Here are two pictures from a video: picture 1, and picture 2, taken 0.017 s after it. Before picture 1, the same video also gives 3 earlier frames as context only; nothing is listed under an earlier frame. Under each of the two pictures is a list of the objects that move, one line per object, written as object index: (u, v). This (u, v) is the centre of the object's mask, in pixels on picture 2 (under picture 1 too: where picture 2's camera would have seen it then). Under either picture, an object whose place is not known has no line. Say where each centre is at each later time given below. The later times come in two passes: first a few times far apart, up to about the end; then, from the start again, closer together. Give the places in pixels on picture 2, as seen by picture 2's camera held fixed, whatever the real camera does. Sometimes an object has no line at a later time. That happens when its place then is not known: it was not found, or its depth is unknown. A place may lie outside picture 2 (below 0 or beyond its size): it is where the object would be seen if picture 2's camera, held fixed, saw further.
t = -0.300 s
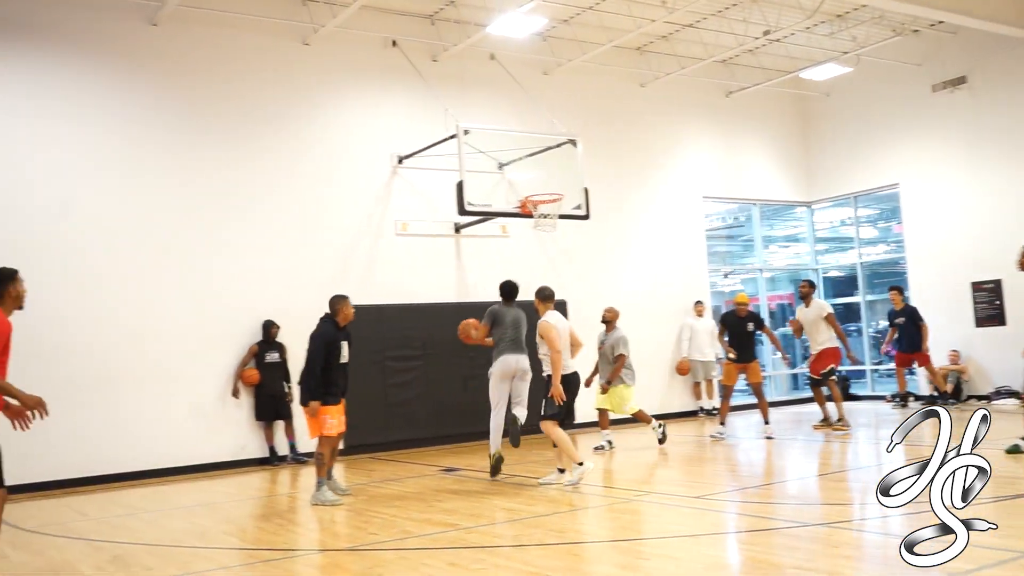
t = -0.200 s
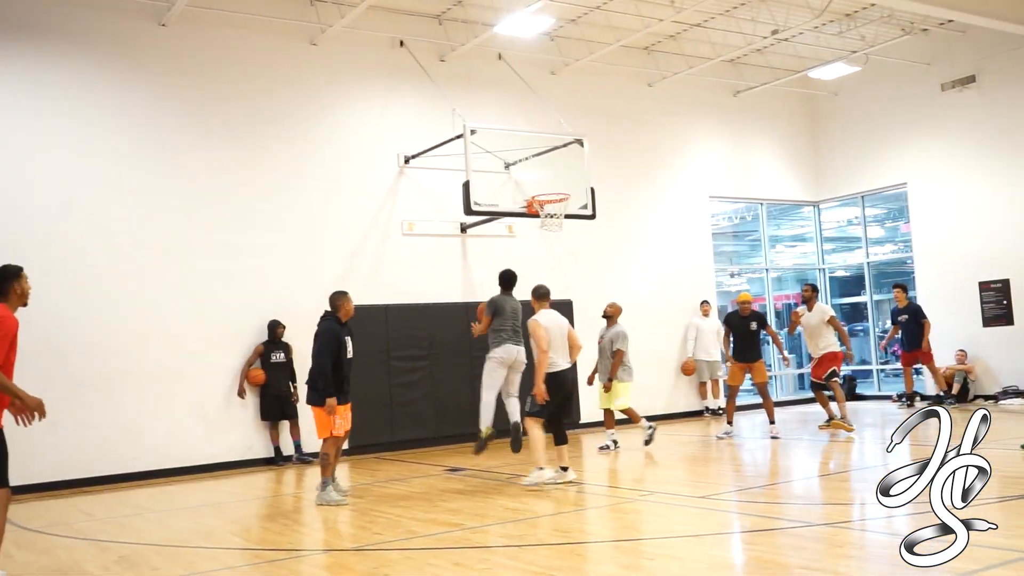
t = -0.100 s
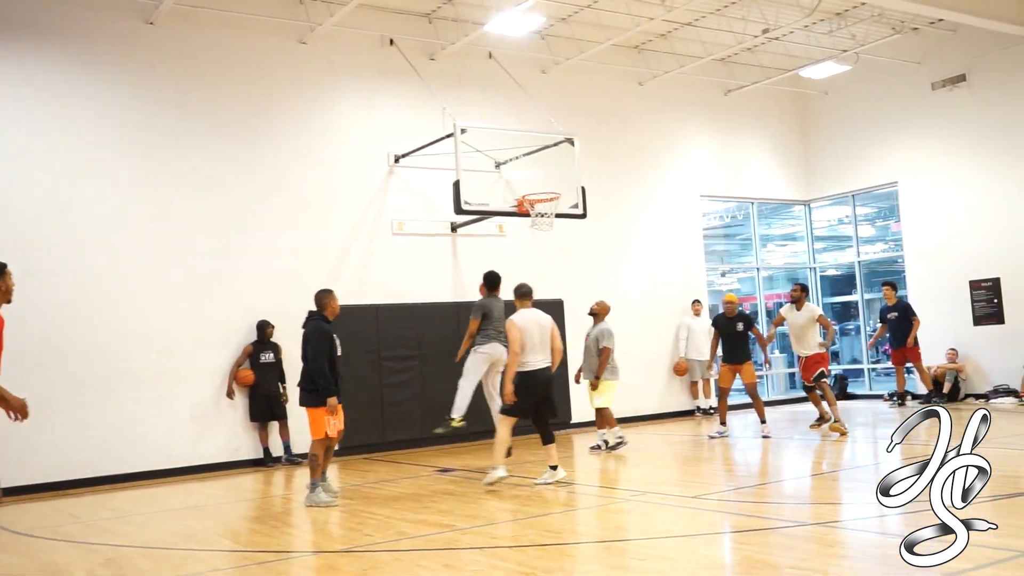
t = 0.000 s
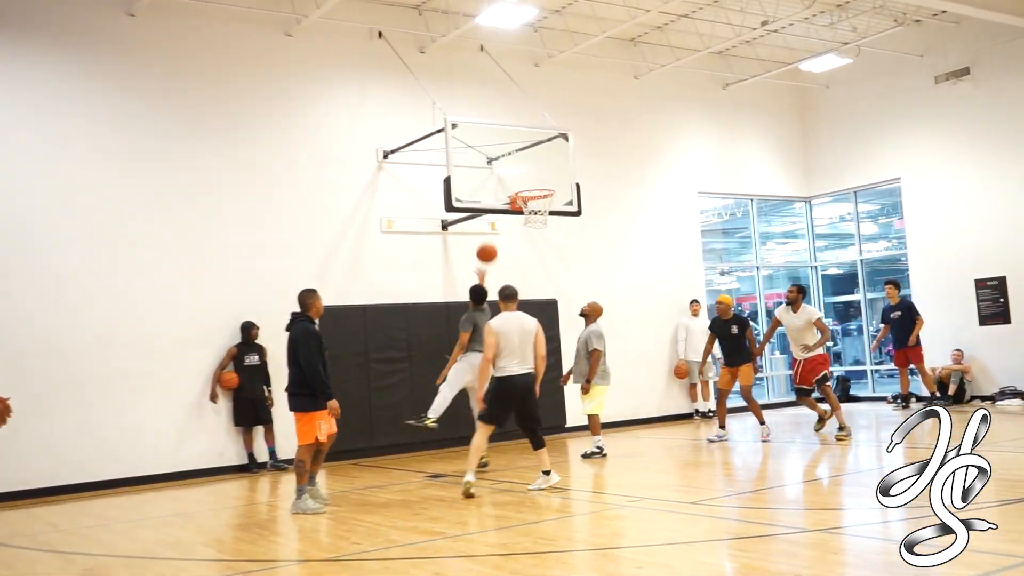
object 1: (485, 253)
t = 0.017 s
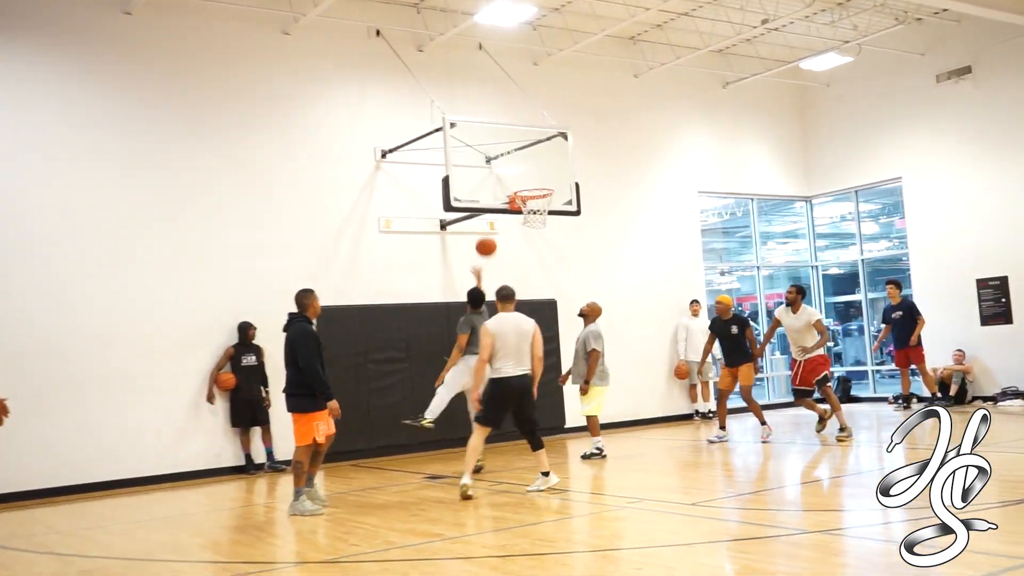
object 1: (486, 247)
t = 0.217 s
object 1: (493, 193)
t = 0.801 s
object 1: (539, 202)
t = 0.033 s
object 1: (486, 241)
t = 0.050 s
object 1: (487, 235)
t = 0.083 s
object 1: (488, 225)
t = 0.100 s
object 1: (489, 219)
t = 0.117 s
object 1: (490, 215)
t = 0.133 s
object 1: (490, 210)
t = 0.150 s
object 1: (491, 206)
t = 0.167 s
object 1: (491, 203)
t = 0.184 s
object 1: (492, 199)
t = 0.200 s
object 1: (493, 196)
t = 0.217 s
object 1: (493, 193)
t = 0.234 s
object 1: (494, 190)
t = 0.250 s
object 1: (495, 188)
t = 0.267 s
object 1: (495, 185)
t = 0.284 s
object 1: (496, 183)
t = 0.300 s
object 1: (497, 181)
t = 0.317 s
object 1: (498, 180)
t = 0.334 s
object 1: (498, 179)
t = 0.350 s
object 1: (499, 178)
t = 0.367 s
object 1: (500, 177)
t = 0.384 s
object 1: (500, 176)
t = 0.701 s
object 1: (540, 189)
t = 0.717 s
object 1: (542, 192)
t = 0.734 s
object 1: (543, 194)
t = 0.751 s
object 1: (542, 195)
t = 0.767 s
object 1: (542, 197)
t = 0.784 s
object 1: (540, 198)
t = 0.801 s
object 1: (539, 202)
